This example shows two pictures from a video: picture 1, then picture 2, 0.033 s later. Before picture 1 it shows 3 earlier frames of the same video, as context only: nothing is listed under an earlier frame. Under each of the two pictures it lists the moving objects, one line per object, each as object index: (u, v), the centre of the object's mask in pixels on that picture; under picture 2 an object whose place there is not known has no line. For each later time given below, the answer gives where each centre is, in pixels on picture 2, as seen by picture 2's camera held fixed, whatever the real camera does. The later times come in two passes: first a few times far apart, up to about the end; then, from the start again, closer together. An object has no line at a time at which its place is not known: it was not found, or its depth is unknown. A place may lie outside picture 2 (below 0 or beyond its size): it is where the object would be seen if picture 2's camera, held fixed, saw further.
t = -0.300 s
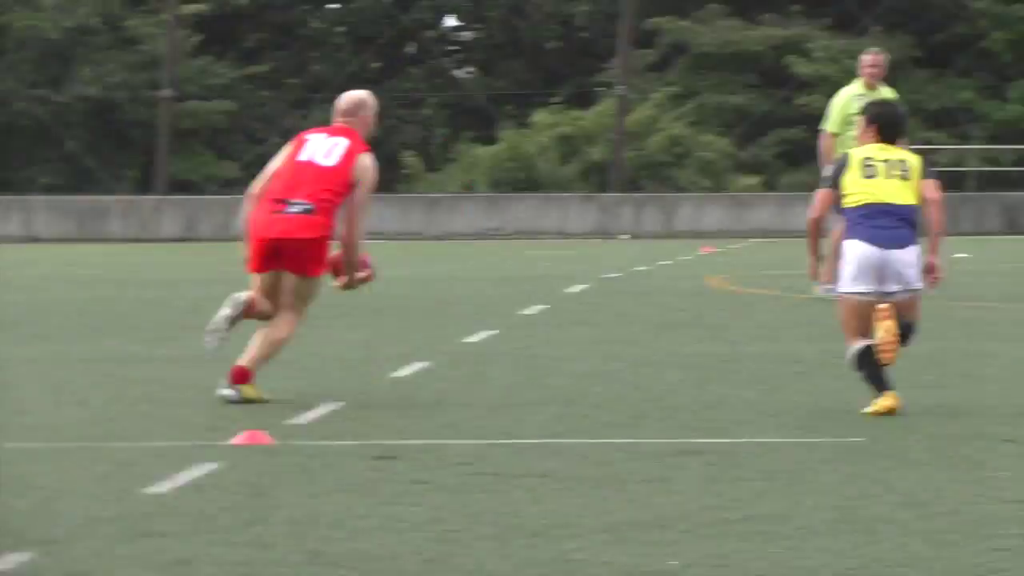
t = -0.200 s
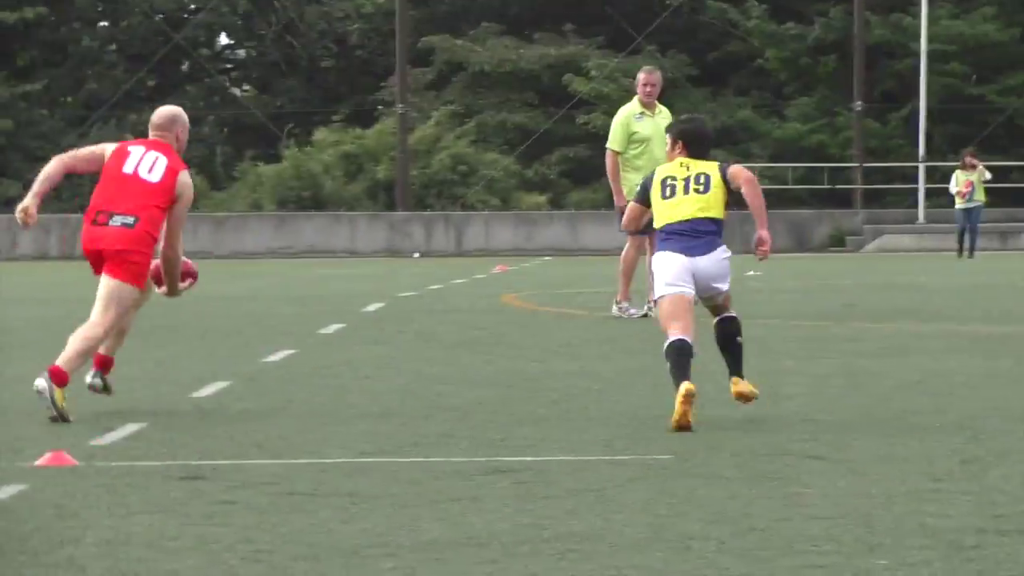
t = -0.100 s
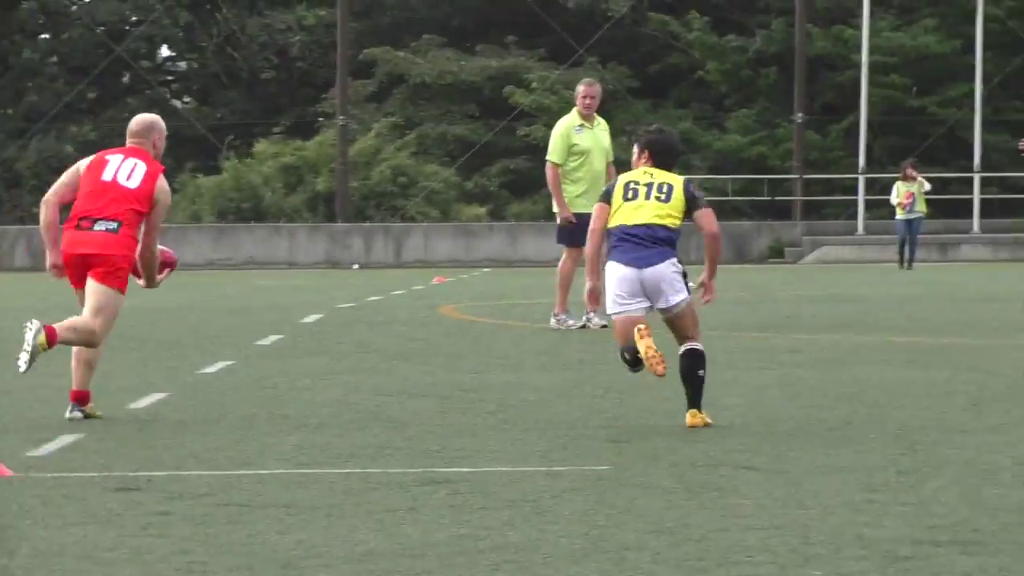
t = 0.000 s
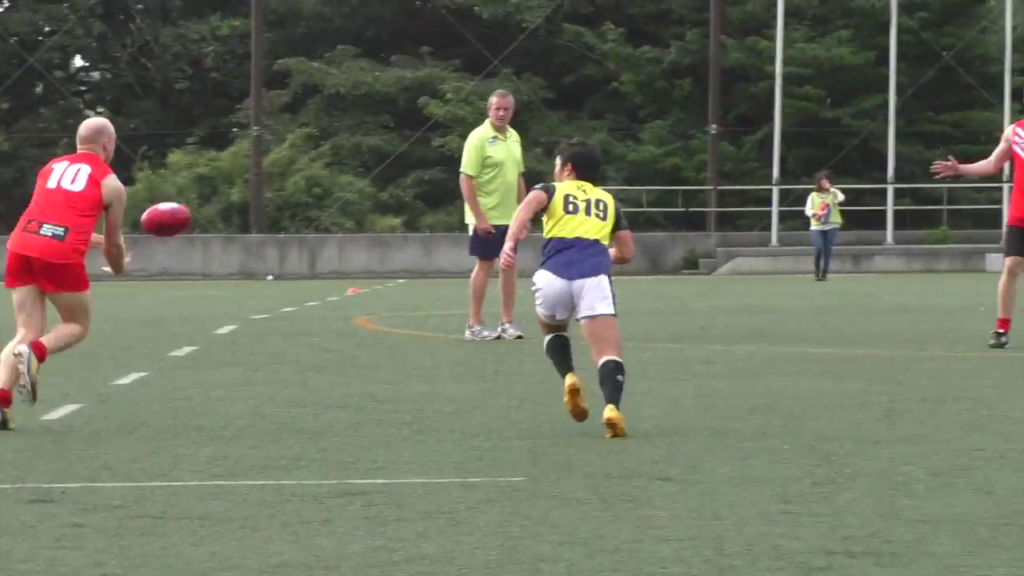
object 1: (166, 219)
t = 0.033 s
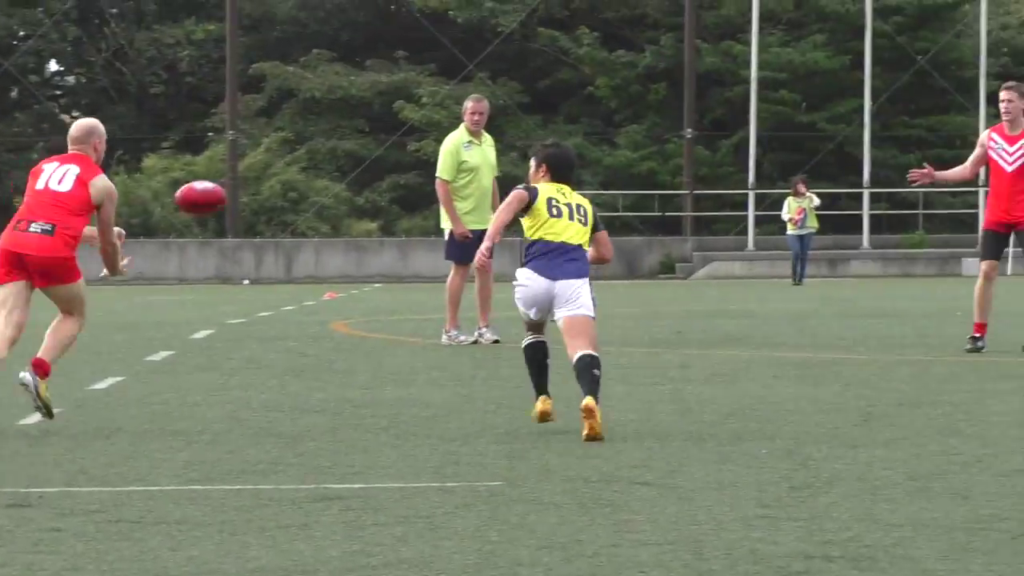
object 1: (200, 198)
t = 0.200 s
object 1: (471, 109)
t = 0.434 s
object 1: (795, 71)
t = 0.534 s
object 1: (920, 74)
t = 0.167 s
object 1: (418, 121)
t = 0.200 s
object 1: (471, 109)
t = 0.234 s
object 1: (520, 99)
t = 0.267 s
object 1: (568, 91)
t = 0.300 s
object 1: (615, 84)
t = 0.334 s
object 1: (662, 79)
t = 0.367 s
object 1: (707, 76)
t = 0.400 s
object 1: (752, 73)
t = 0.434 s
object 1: (795, 71)
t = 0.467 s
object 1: (838, 71)
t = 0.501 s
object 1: (879, 72)
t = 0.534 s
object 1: (920, 74)
